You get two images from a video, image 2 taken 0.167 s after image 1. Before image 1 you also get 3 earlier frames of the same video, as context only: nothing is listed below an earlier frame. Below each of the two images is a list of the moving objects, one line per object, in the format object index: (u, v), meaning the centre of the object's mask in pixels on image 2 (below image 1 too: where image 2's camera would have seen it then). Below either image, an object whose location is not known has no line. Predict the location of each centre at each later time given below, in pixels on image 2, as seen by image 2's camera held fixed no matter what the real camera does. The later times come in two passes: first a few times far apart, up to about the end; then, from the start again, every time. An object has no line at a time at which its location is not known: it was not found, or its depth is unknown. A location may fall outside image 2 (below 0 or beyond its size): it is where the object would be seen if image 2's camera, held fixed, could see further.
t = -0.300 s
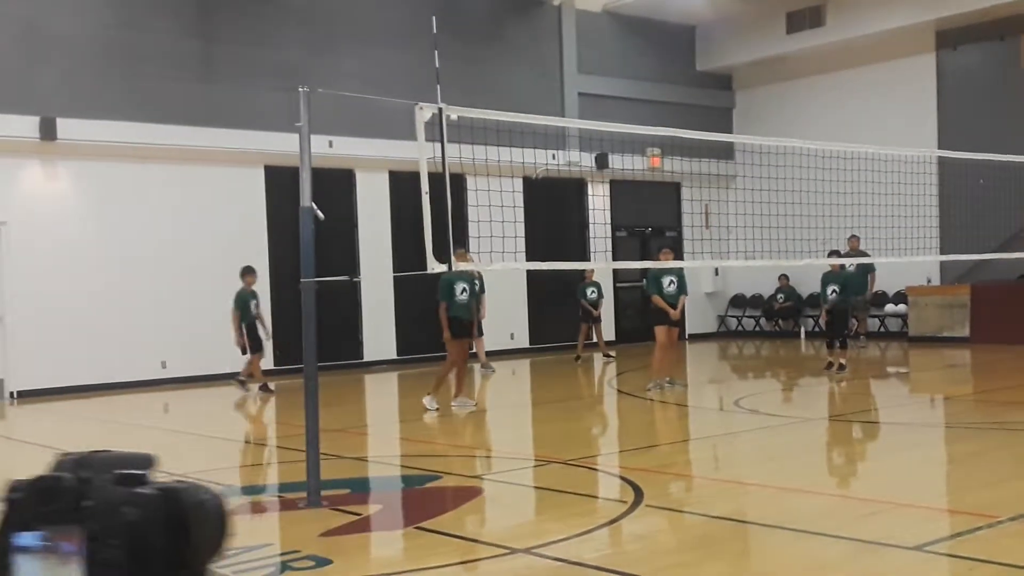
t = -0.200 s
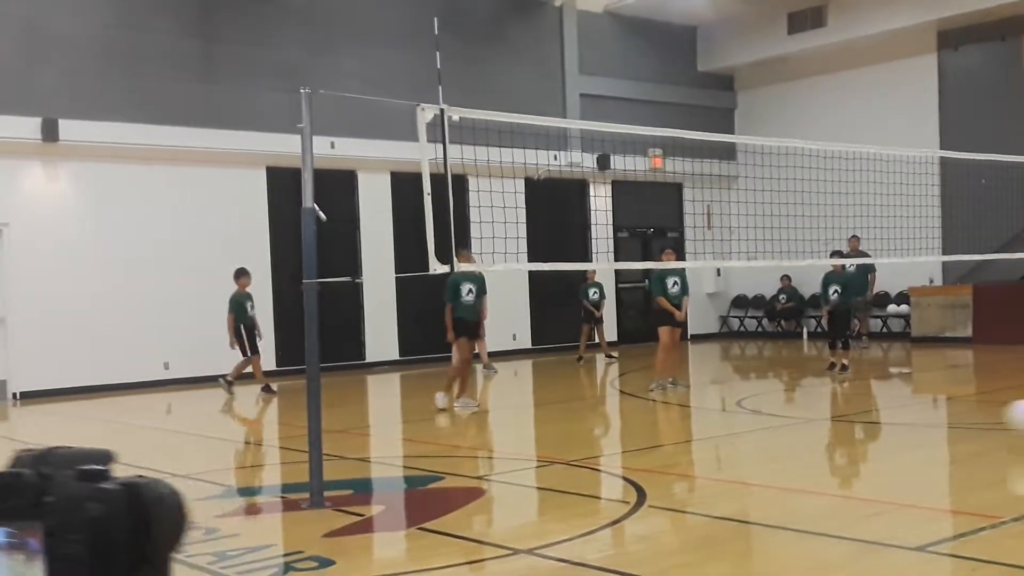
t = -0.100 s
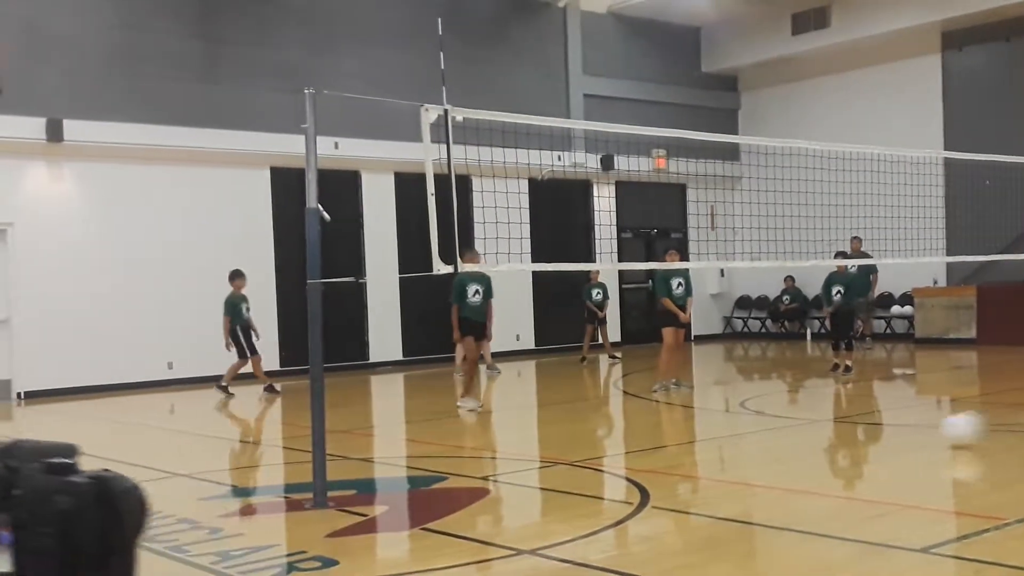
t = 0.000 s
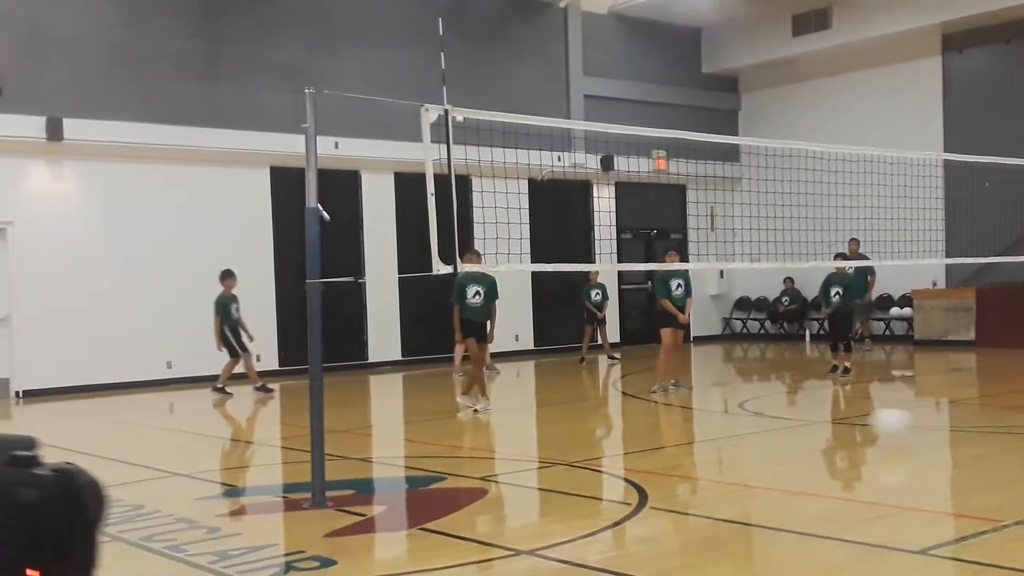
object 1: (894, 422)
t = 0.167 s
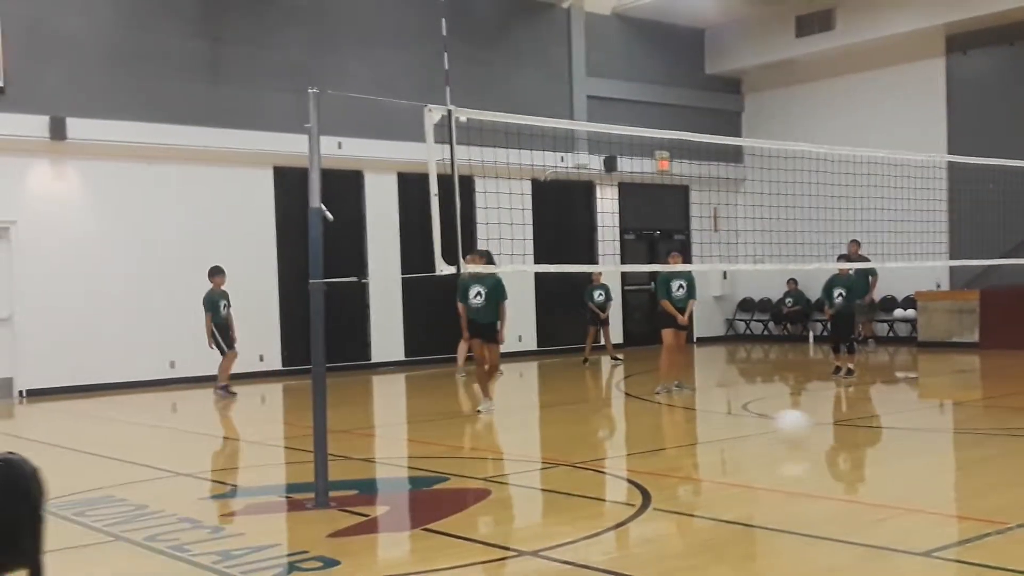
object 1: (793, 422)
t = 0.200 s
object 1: (773, 417)
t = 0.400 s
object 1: (666, 420)
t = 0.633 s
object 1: (559, 417)
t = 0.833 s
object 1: (479, 412)
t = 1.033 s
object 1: (409, 408)
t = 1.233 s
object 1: (342, 408)
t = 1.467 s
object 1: (274, 407)
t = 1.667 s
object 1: (220, 404)
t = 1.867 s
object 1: (170, 406)
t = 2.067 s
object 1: (122, 404)
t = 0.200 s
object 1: (773, 417)
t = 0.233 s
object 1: (754, 418)
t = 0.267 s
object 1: (735, 417)
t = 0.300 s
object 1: (716, 420)
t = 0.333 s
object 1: (701, 424)
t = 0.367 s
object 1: (683, 422)
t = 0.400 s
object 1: (666, 420)
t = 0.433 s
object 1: (650, 422)
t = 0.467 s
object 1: (637, 422)
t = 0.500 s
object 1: (619, 420)
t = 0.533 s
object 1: (602, 420)
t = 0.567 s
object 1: (586, 421)
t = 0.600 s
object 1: (573, 418)
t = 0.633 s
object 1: (559, 417)
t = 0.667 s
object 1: (547, 417)
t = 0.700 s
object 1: (532, 417)
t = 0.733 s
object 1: (519, 417)
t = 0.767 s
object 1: (504, 412)
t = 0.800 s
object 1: (493, 412)
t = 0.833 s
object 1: (479, 412)
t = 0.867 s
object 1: (467, 414)
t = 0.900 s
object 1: (454, 415)
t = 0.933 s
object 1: (442, 414)
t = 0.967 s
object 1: (431, 411)
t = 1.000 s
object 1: (420, 409)
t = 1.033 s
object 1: (409, 408)
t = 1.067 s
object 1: (398, 410)
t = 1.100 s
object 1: (386, 414)
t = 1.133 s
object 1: (373, 409)
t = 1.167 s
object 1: (362, 408)
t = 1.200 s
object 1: (354, 408)
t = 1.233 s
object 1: (342, 408)
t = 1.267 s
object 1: (336, 410)
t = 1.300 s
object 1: (331, 409)
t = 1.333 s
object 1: (307, 408)
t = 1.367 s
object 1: (301, 408)
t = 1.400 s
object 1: (293, 408)
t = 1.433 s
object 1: (284, 409)
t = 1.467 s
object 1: (274, 407)
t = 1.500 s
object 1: (265, 405)
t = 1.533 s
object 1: (254, 404)
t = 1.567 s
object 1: (246, 404)
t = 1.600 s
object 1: (237, 407)
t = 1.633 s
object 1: (229, 406)
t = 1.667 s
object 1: (220, 404)
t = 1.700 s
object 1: (211, 405)
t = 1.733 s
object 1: (203, 406)
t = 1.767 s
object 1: (194, 407)
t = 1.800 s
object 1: (186, 405)
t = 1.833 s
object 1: (178, 405)
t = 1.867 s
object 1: (170, 406)
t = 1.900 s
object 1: (163, 405)
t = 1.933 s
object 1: (156, 405)
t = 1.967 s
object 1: (147, 405)
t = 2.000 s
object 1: (139, 405)
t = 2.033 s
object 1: (130, 405)
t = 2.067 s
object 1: (122, 404)
